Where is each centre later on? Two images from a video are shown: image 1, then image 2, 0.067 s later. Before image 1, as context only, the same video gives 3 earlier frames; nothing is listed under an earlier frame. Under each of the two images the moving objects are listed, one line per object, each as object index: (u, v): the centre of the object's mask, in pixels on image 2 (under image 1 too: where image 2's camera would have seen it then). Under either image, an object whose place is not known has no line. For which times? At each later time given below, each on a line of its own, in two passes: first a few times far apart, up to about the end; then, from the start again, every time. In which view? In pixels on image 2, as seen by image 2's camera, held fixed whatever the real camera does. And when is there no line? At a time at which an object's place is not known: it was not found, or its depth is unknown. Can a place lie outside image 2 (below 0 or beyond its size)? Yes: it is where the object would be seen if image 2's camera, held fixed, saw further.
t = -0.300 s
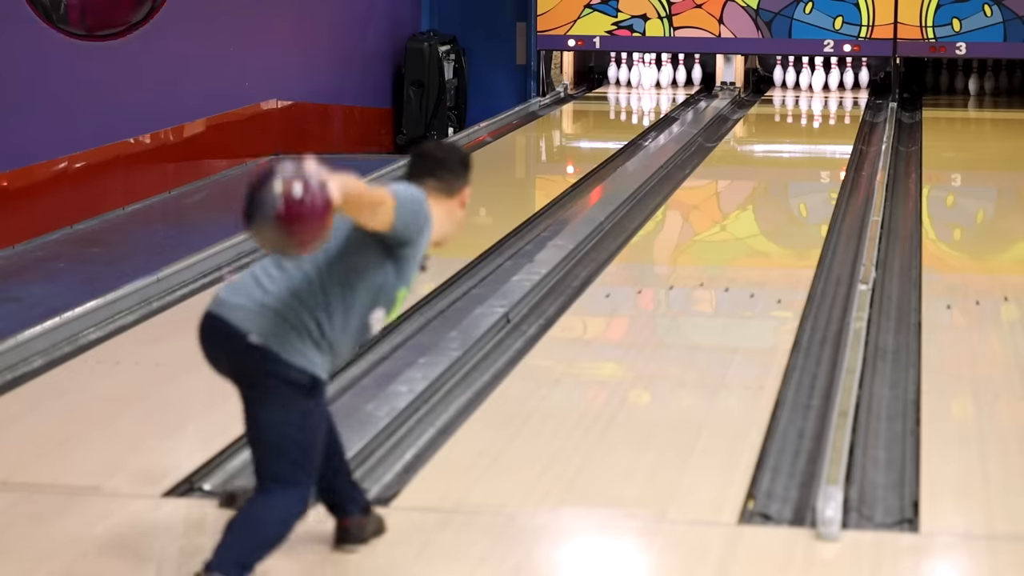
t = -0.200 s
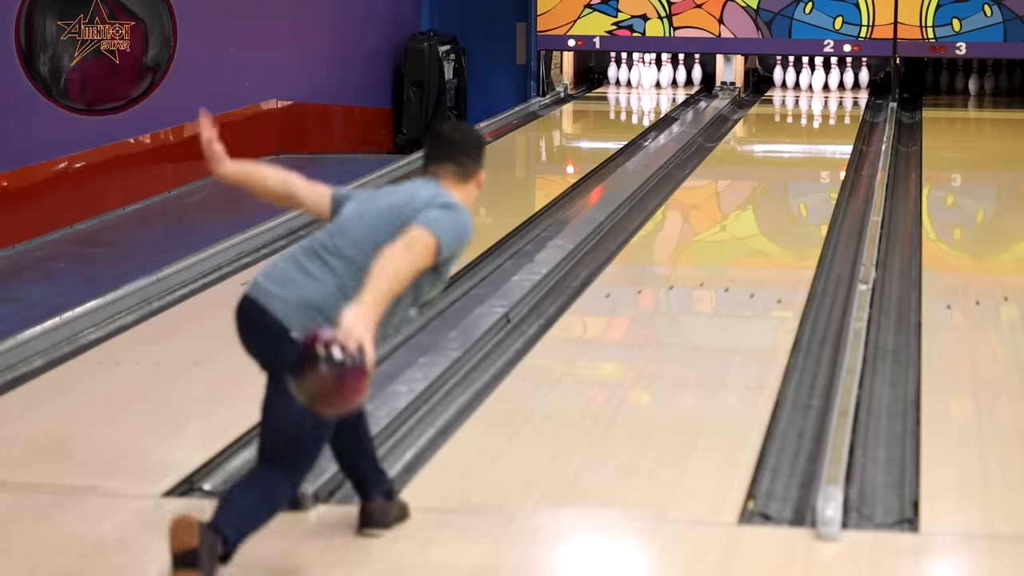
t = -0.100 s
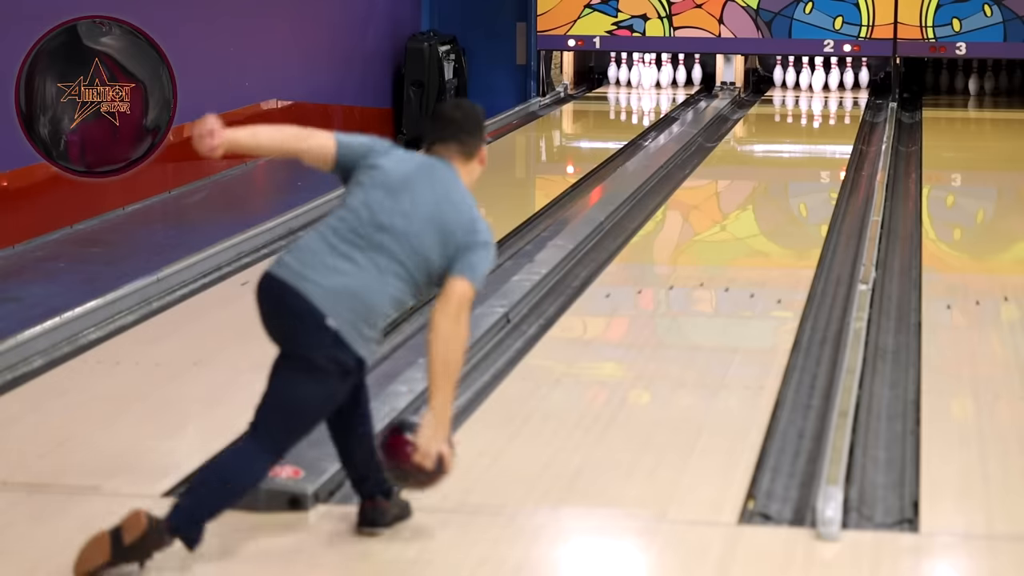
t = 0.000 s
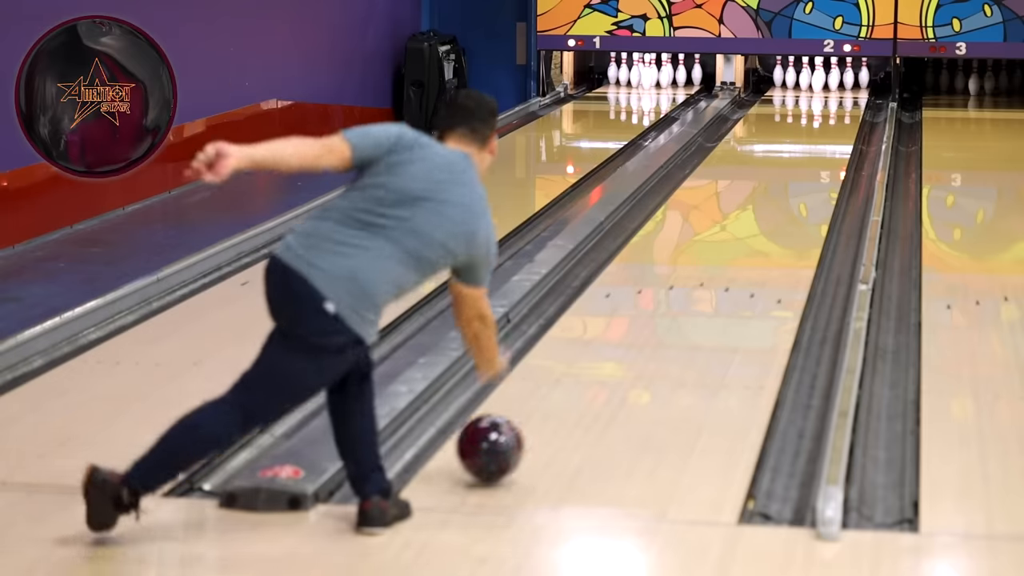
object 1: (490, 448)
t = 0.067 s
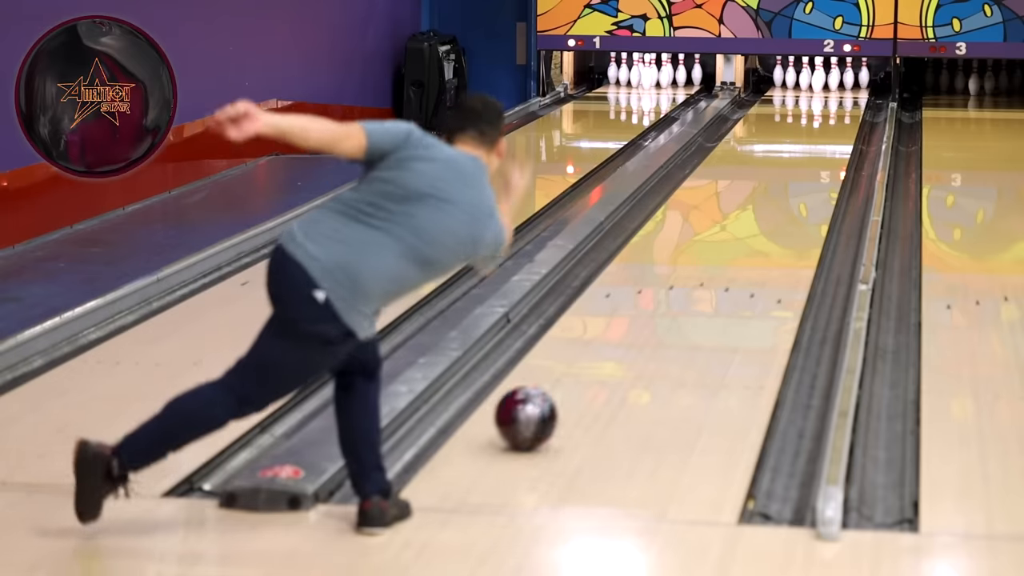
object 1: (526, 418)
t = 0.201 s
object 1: (585, 363)
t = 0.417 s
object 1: (657, 295)
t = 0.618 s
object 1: (705, 250)
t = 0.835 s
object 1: (745, 211)
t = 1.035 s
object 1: (773, 182)
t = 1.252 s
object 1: (796, 158)
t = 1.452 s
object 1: (813, 139)
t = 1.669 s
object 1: (825, 122)
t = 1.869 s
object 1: (832, 108)
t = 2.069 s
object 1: (832, 97)
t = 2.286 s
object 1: (823, 87)
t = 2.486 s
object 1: (816, 80)
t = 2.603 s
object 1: (808, 79)
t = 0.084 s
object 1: (534, 411)
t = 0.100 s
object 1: (542, 404)
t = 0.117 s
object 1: (550, 397)
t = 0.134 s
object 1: (557, 390)
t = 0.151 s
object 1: (565, 383)
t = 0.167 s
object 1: (572, 376)
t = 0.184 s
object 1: (579, 370)
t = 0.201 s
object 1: (585, 363)
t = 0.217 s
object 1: (592, 357)
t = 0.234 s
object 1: (598, 351)
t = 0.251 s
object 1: (604, 346)
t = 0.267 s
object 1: (610, 340)
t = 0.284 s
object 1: (616, 335)
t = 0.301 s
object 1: (622, 330)
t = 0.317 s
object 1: (627, 324)
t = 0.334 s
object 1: (633, 319)
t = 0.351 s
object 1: (638, 314)
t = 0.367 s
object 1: (643, 309)
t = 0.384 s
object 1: (648, 305)
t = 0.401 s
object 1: (653, 300)
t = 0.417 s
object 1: (657, 295)
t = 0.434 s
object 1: (661, 291)
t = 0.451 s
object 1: (666, 287)
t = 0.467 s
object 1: (671, 283)
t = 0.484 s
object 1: (675, 279)
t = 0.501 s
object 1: (679, 275)
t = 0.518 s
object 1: (683, 271)
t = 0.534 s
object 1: (687, 267)
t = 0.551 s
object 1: (691, 263)
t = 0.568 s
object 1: (695, 260)
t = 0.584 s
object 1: (698, 256)
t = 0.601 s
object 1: (702, 253)
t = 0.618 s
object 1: (705, 250)
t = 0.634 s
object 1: (709, 246)
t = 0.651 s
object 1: (712, 243)
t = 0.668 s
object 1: (715, 240)
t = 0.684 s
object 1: (719, 237)
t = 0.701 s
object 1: (722, 233)
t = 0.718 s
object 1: (725, 230)
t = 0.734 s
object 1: (728, 227)
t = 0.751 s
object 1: (731, 224)
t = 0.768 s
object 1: (734, 222)
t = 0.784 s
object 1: (737, 219)
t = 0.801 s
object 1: (739, 216)
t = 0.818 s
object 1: (742, 213)
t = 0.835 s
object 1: (745, 211)
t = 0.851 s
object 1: (747, 208)
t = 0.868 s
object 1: (750, 205)
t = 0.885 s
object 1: (752, 203)
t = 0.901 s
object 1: (755, 201)
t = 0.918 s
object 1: (757, 198)
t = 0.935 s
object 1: (760, 196)
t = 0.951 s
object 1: (762, 194)
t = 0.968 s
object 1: (764, 191)
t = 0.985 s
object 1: (766, 189)
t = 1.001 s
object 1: (768, 187)
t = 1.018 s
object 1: (771, 185)
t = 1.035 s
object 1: (773, 182)
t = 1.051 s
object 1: (775, 180)
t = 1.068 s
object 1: (777, 178)
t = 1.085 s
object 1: (779, 176)
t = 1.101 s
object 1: (780, 174)
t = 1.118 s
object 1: (782, 172)
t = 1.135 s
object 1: (784, 170)
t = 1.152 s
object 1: (786, 168)
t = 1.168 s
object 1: (788, 167)
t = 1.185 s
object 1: (790, 165)
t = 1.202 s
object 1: (791, 163)
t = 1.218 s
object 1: (793, 161)
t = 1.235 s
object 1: (795, 159)
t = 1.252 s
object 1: (796, 158)
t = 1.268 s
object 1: (798, 156)
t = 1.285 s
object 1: (799, 154)
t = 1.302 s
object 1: (801, 153)
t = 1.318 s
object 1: (802, 151)
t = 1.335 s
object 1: (804, 149)
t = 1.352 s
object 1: (805, 148)
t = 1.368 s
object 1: (807, 146)
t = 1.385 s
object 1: (808, 145)
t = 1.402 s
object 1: (809, 143)
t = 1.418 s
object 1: (810, 142)
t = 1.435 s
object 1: (811, 141)
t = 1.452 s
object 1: (813, 139)
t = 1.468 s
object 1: (814, 138)
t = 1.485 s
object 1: (815, 136)
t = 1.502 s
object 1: (816, 135)
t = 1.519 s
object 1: (817, 133)
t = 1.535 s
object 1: (818, 132)
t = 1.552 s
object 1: (819, 131)
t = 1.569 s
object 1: (820, 129)
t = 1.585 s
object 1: (821, 128)
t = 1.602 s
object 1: (822, 127)
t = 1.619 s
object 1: (823, 126)
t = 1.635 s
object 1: (824, 124)
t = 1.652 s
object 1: (824, 123)
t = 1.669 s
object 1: (825, 122)
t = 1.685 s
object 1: (826, 121)
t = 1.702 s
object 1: (827, 119)
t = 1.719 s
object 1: (827, 118)
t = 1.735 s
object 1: (828, 117)
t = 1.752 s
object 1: (829, 116)
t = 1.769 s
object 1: (830, 115)
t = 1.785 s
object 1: (830, 114)
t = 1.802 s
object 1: (831, 112)
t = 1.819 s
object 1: (831, 111)
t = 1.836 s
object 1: (831, 110)
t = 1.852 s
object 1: (832, 109)
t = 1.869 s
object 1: (832, 108)
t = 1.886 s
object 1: (832, 107)
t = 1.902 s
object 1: (833, 106)
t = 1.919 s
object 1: (833, 105)
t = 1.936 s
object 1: (833, 104)
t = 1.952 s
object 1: (833, 103)
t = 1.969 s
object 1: (833, 102)
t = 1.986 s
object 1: (833, 101)
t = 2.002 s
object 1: (833, 100)
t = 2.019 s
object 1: (833, 99)
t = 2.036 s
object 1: (832, 99)
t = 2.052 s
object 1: (832, 98)
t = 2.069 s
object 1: (832, 97)
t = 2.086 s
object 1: (832, 96)
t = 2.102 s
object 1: (831, 96)
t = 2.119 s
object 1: (830, 95)
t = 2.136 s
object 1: (830, 94)
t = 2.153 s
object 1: (829, 93)
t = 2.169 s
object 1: (829, 92)
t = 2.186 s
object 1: (828, 91)
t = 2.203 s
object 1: (827, 91)
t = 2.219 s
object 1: (826, 90)
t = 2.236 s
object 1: (826, 89)
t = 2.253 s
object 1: (825, 88)
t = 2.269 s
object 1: (824, 88)
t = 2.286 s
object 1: (823, 87)
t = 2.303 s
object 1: (822, 86)
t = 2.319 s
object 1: (821, 86)
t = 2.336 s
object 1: (821, 85)
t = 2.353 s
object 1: (820, 84)
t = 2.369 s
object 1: (819, 83)
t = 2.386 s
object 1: (819, 83)
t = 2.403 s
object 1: (819, 83)
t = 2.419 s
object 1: (819, 82)
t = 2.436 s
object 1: (818, 82)
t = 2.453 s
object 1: (817, 81)
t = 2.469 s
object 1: (817, 80)
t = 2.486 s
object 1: (816, 80)
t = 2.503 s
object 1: (815, 79)
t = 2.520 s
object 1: (814, 79)
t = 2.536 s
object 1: (812, 78)
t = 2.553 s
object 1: (809, 77)
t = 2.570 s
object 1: (809, 77)
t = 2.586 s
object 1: (809, 78)
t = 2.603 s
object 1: (808, 79)
